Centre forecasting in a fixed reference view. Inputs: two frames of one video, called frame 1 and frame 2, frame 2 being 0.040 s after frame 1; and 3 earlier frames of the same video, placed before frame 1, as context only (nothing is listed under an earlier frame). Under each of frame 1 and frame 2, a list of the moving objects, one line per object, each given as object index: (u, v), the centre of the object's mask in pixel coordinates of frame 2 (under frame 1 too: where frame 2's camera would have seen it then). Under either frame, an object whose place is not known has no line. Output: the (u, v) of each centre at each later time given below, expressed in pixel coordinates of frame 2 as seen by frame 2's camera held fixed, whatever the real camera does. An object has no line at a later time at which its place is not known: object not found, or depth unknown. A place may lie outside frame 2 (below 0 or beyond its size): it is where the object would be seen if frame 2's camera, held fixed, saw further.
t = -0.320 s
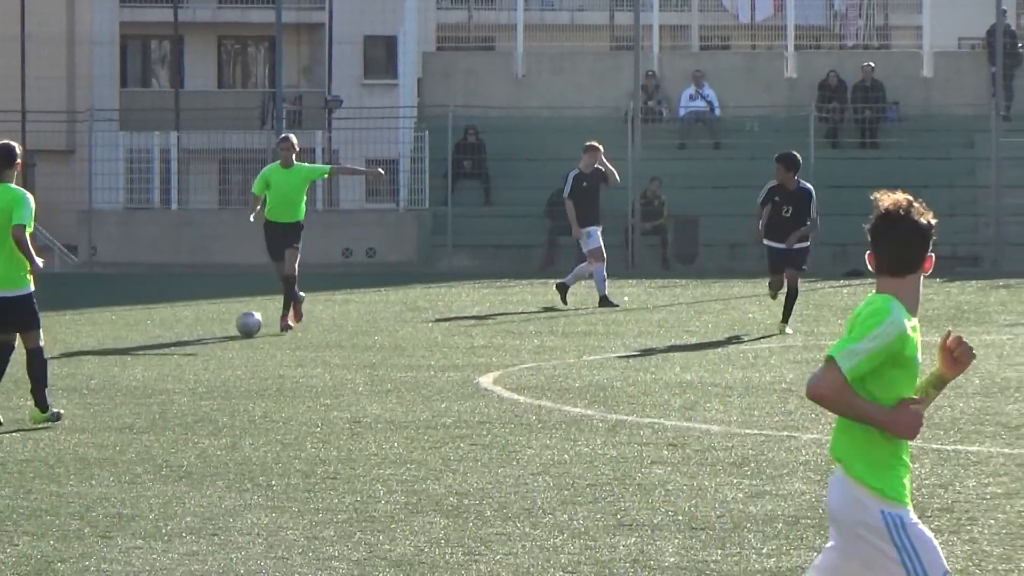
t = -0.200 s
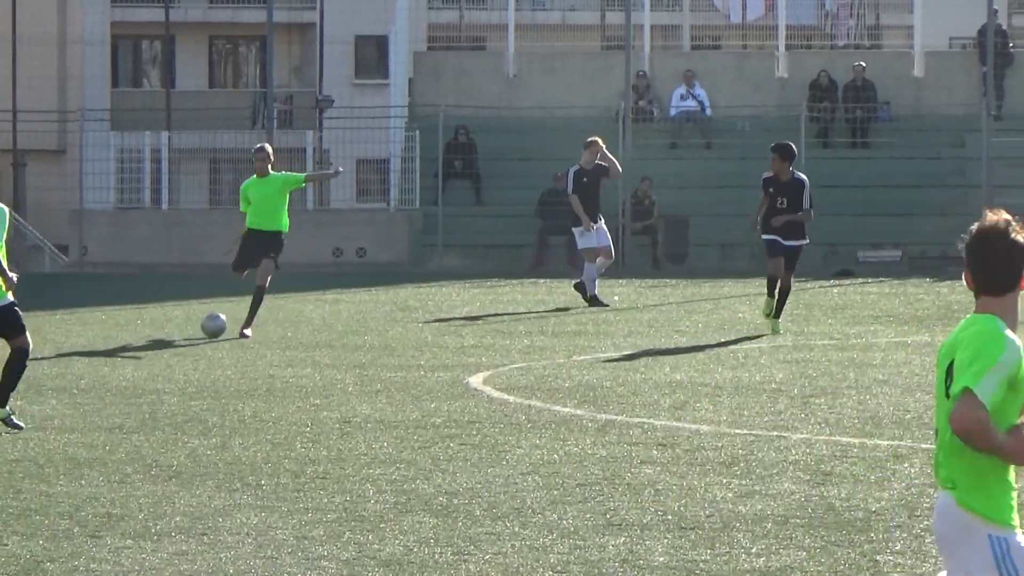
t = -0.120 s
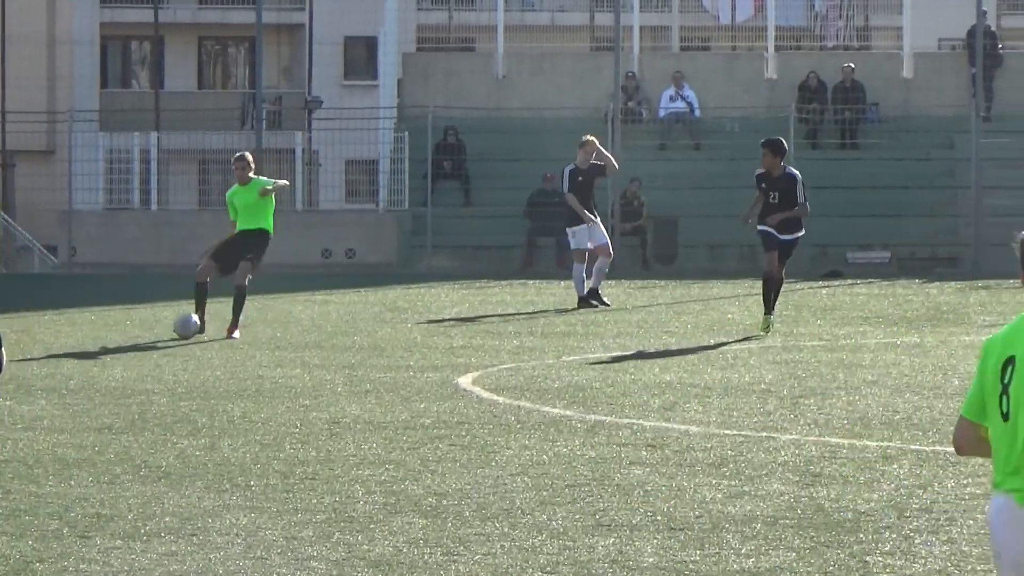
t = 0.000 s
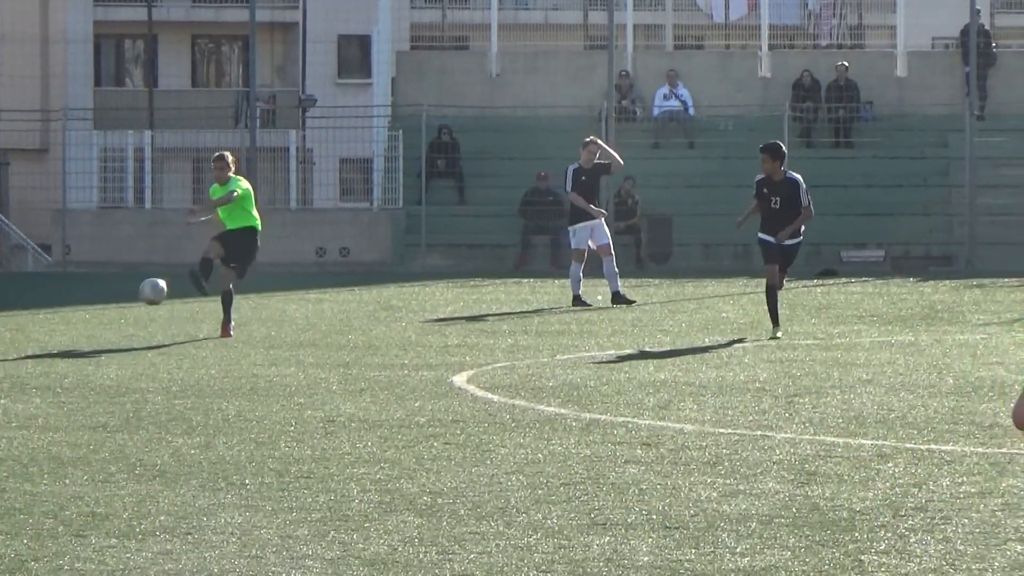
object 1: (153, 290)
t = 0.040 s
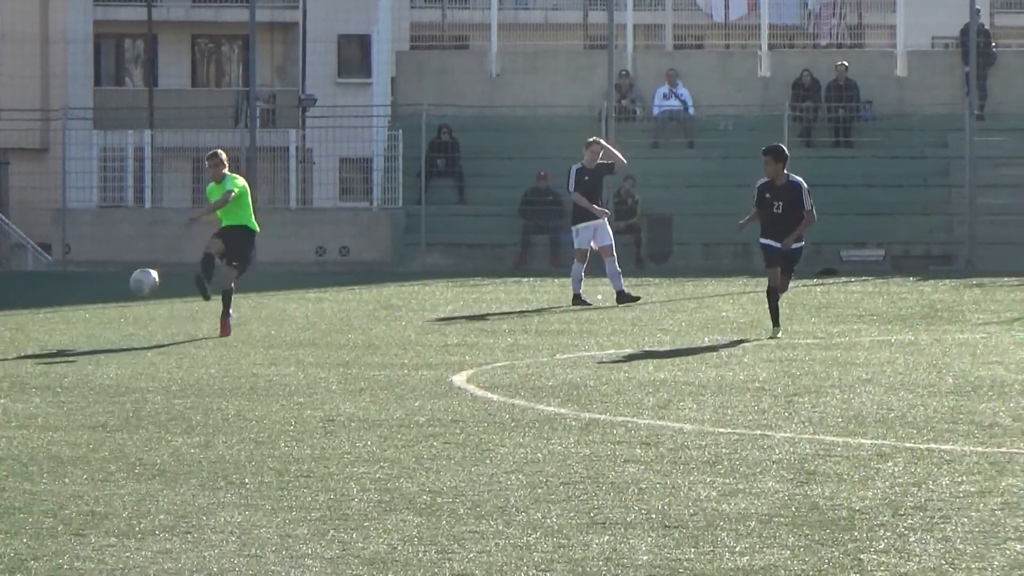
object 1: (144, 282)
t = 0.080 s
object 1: (134, 279)
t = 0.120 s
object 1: (122, 276)
